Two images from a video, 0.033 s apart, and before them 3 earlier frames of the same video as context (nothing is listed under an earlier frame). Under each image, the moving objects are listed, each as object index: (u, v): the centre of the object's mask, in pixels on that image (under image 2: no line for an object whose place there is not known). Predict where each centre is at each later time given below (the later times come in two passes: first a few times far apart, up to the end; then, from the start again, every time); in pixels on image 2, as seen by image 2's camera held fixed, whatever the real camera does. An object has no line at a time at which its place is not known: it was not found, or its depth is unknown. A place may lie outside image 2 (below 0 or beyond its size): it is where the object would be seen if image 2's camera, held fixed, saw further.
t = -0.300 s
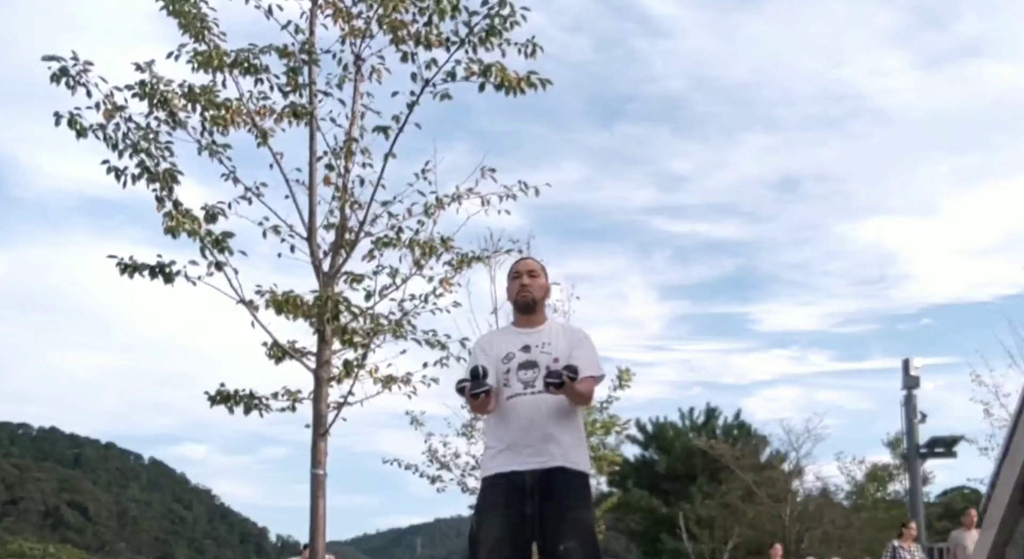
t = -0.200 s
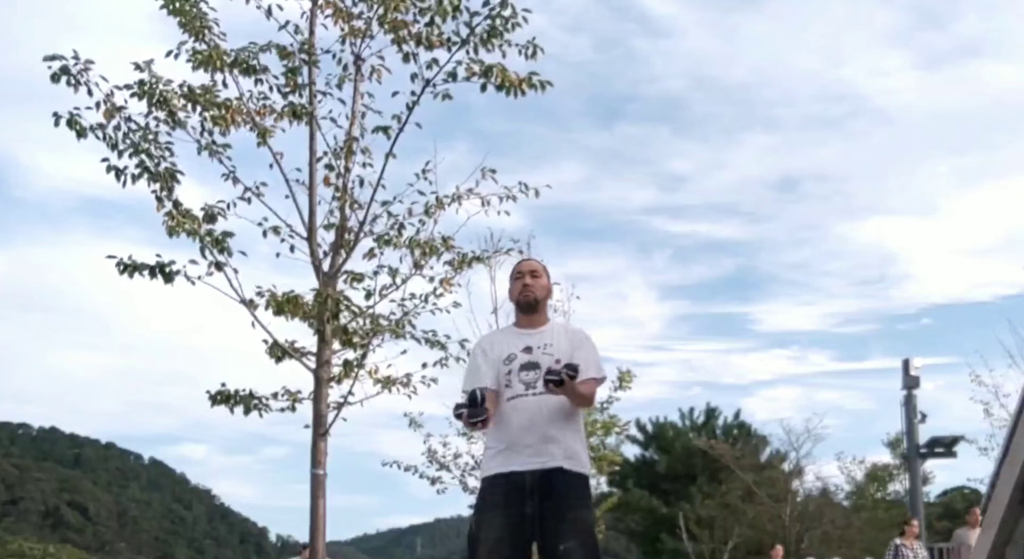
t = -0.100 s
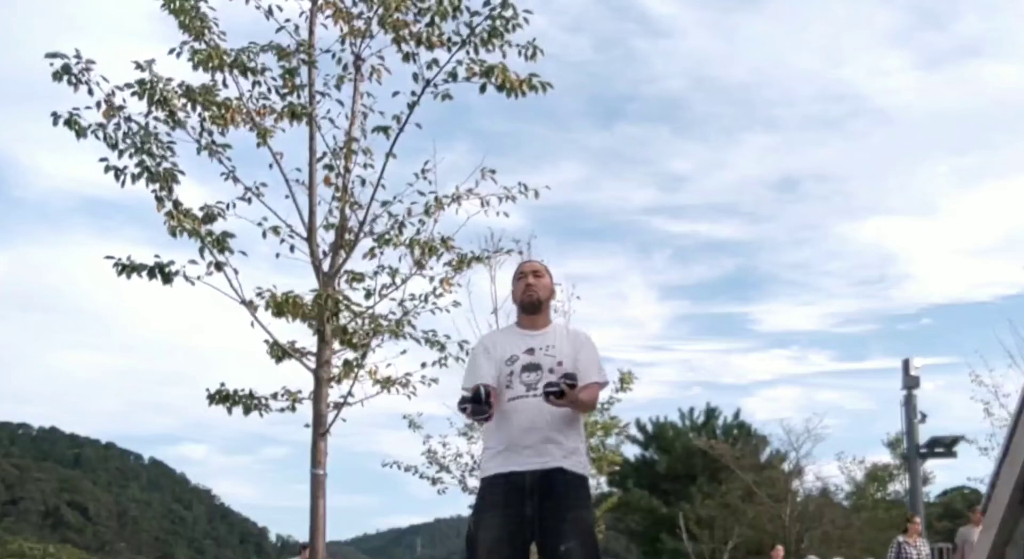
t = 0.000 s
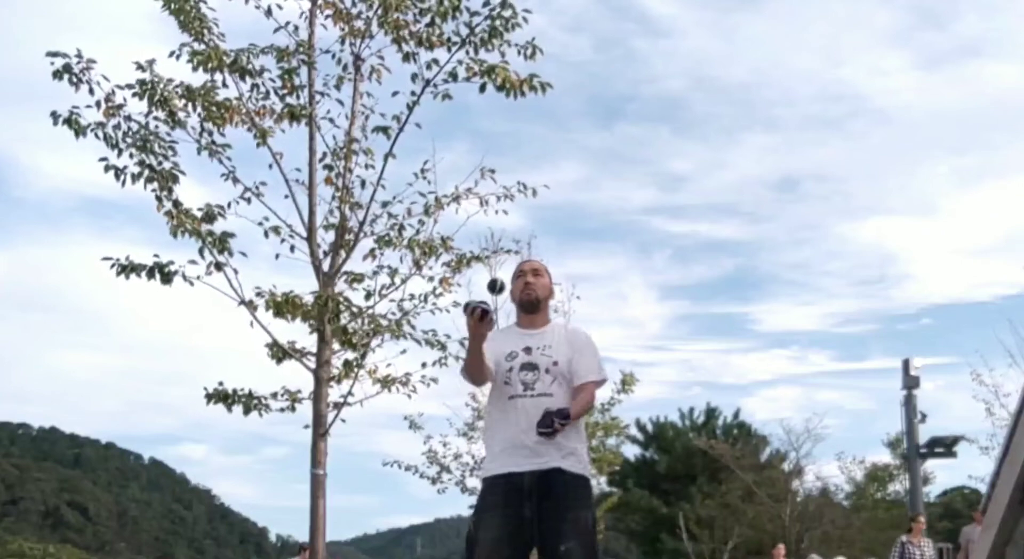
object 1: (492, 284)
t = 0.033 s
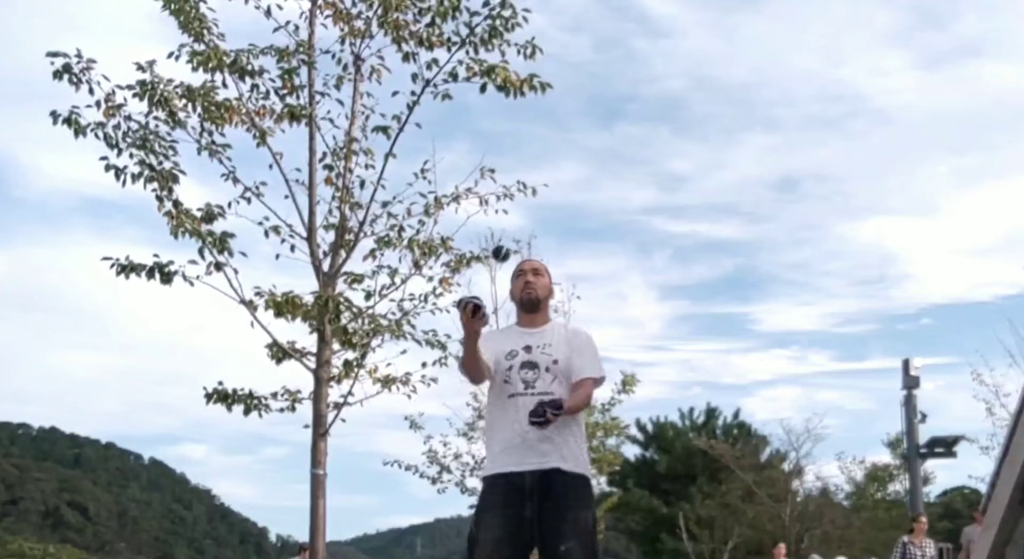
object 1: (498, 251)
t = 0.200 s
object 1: (520, 130)
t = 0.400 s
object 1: (542, 78)
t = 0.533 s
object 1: (564, 99)
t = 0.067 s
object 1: (502, 221)
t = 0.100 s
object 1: (507, 194)
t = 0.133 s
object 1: (512, 170)
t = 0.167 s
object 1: (517, 148)
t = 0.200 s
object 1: (520, 130)
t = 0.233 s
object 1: (525, 114)
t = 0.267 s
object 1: (529, 100)
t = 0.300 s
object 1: (533, 91)
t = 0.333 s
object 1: (536, 84)
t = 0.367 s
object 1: (539, 78)
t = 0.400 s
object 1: (542, 78)
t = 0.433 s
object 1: (548, 79)
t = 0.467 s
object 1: (554, 81)
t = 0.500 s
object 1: (560, 91)
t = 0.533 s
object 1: (564, 99)
